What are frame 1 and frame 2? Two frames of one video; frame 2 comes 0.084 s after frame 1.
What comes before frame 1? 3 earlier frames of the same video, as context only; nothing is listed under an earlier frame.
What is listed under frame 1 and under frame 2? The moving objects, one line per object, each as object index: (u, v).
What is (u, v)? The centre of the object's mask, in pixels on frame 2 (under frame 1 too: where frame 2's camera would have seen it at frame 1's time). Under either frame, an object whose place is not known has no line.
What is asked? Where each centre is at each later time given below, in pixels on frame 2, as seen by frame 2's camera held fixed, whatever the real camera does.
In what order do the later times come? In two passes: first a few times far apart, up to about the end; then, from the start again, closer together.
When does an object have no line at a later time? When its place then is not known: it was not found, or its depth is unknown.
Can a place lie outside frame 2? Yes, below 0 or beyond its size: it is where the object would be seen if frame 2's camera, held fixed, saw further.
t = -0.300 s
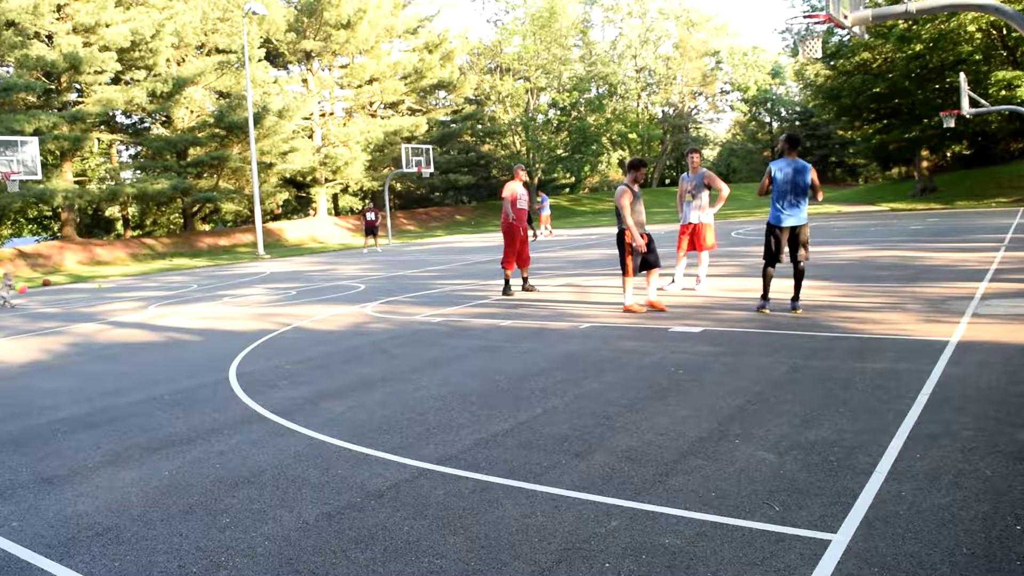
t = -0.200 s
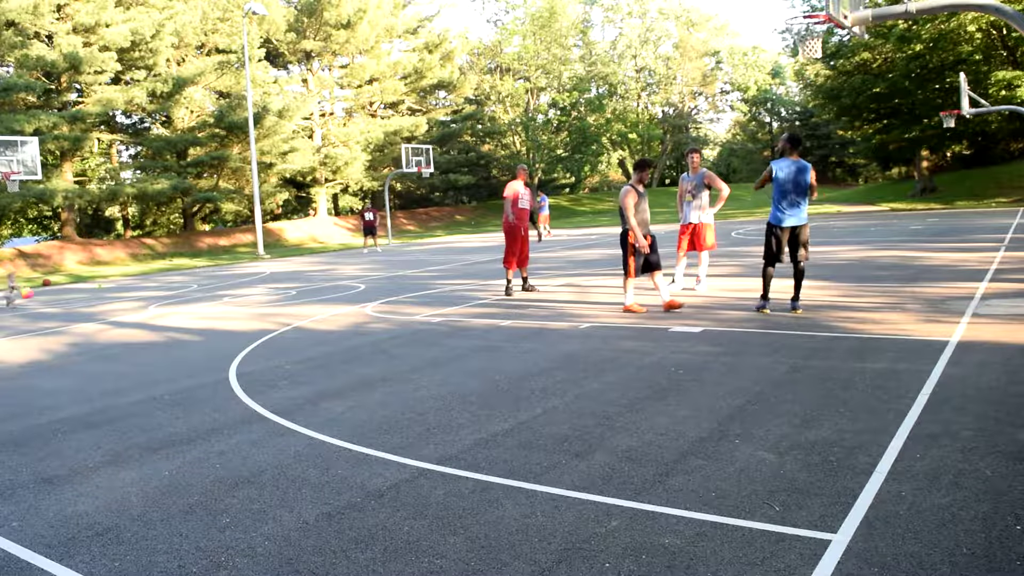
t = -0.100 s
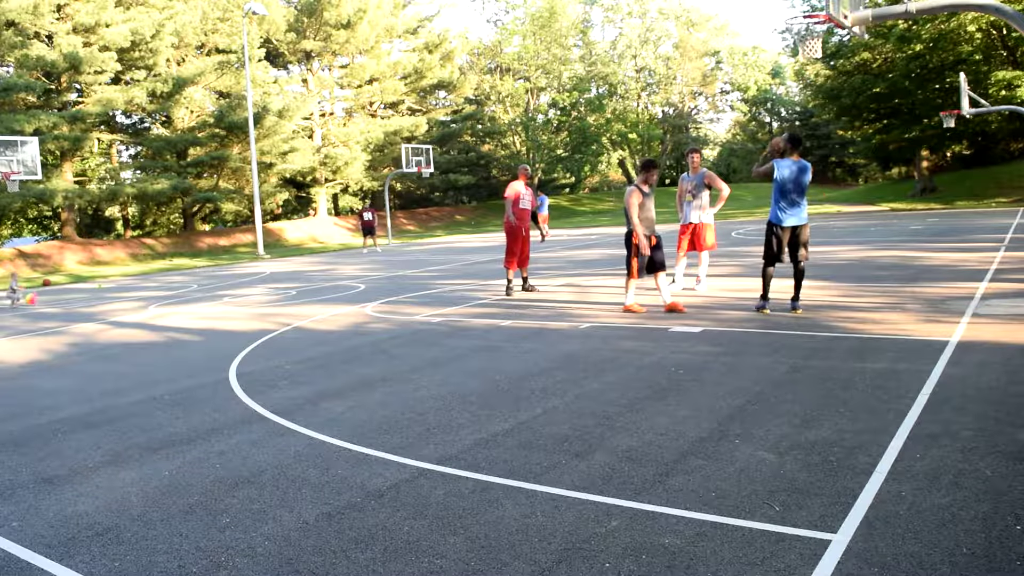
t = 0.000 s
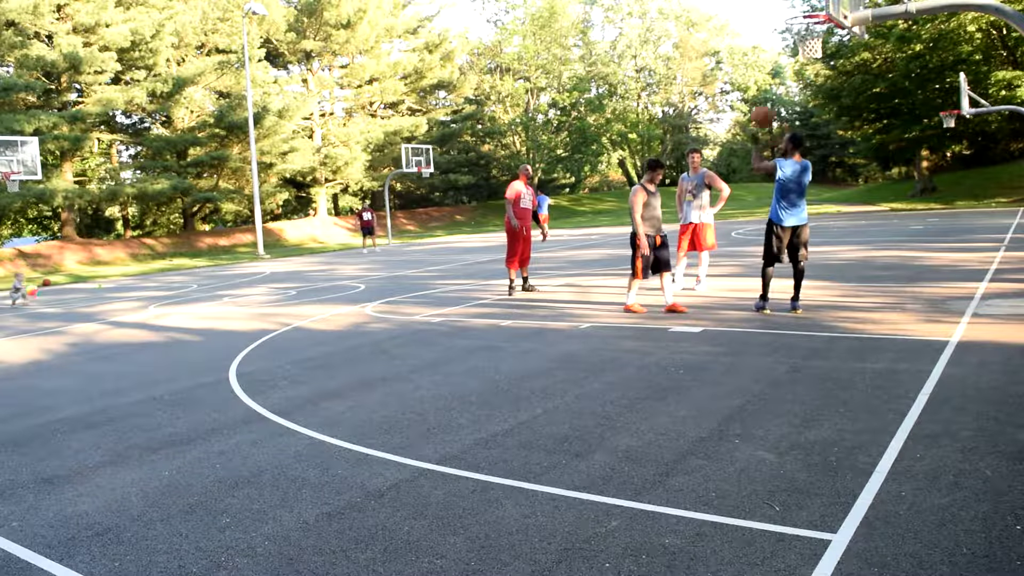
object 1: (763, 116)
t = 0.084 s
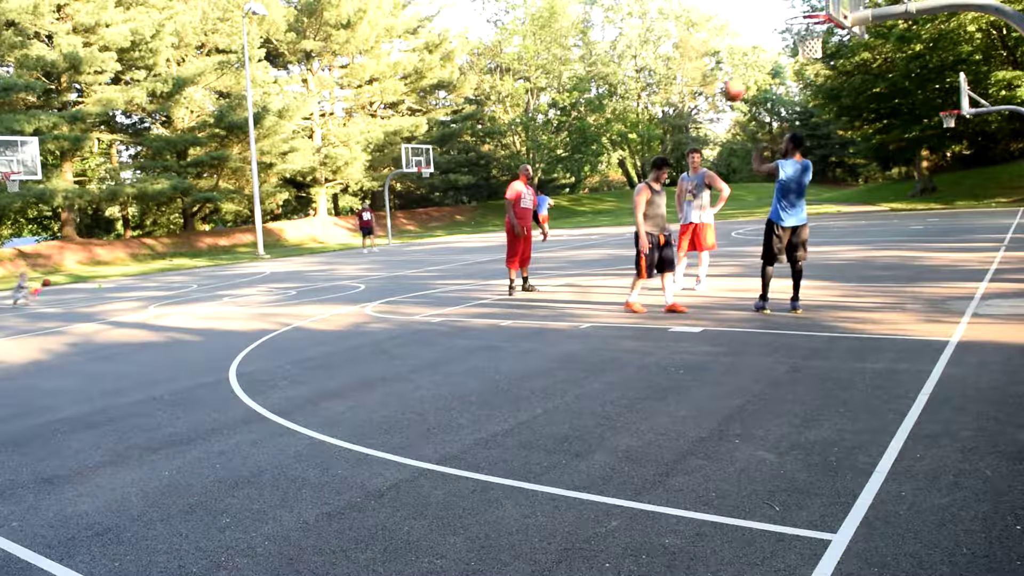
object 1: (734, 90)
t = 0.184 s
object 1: (699, 71)
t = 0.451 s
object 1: (620, 60)
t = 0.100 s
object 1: (727, 87)
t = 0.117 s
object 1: (723, 83)
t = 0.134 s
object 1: (717, 80)
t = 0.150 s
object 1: (710, 77)
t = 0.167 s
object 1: (705, 74)
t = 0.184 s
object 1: (699, 71)
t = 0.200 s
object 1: (694, 68)
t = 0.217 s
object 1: (688, 66)
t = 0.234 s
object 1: (683, 64)
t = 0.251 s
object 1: (677, 62)
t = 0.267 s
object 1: (673, 60)
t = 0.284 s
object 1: (667, 59)
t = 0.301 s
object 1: (663, 59)
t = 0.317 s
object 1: (658, 58)
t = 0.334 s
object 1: (653, 57)
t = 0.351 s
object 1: (648, 57)
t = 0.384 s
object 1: (639, 58)
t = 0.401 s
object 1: (634, 58)
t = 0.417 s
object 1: (630, 59)
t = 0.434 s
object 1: (625, 59)
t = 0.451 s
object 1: (620, 60)
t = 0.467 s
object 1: (616, 61)
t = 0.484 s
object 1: (611, 63)
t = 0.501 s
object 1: (607, 65)
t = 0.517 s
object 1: (604, 67)
